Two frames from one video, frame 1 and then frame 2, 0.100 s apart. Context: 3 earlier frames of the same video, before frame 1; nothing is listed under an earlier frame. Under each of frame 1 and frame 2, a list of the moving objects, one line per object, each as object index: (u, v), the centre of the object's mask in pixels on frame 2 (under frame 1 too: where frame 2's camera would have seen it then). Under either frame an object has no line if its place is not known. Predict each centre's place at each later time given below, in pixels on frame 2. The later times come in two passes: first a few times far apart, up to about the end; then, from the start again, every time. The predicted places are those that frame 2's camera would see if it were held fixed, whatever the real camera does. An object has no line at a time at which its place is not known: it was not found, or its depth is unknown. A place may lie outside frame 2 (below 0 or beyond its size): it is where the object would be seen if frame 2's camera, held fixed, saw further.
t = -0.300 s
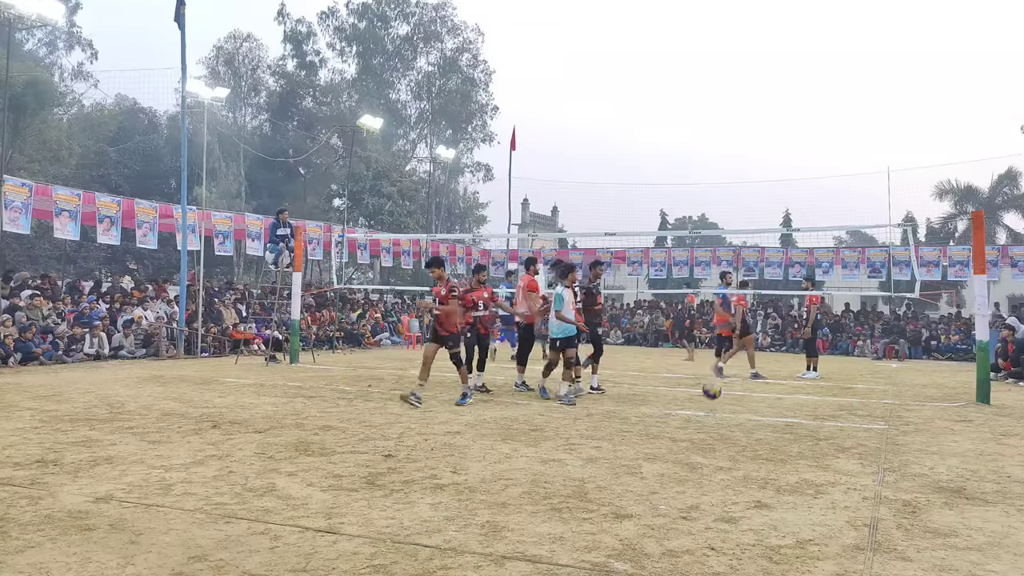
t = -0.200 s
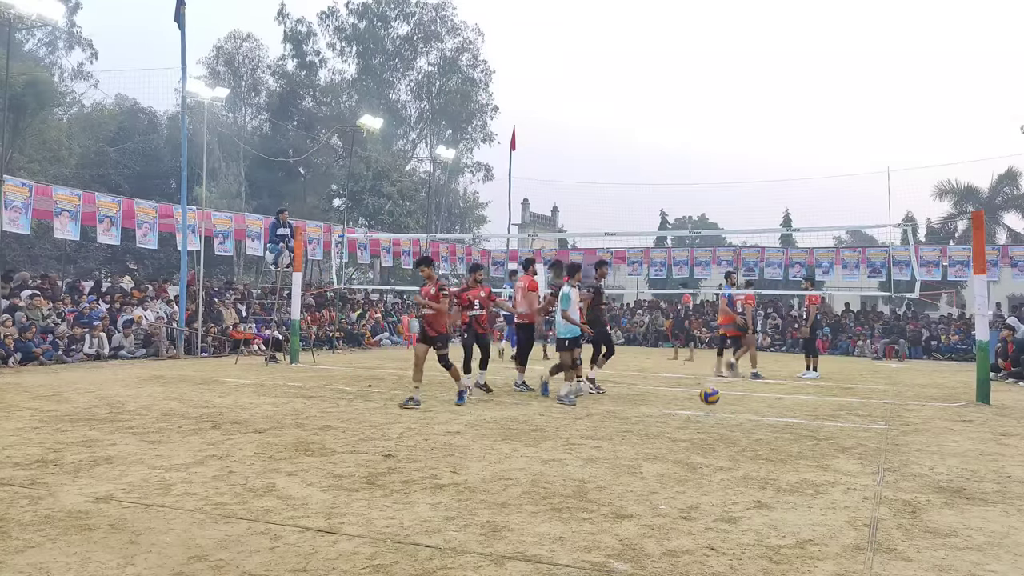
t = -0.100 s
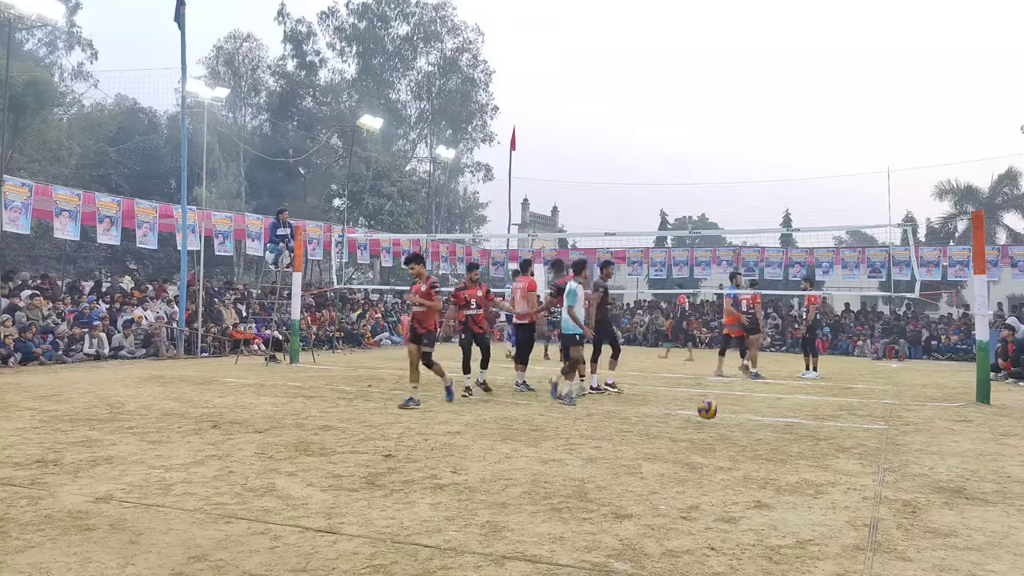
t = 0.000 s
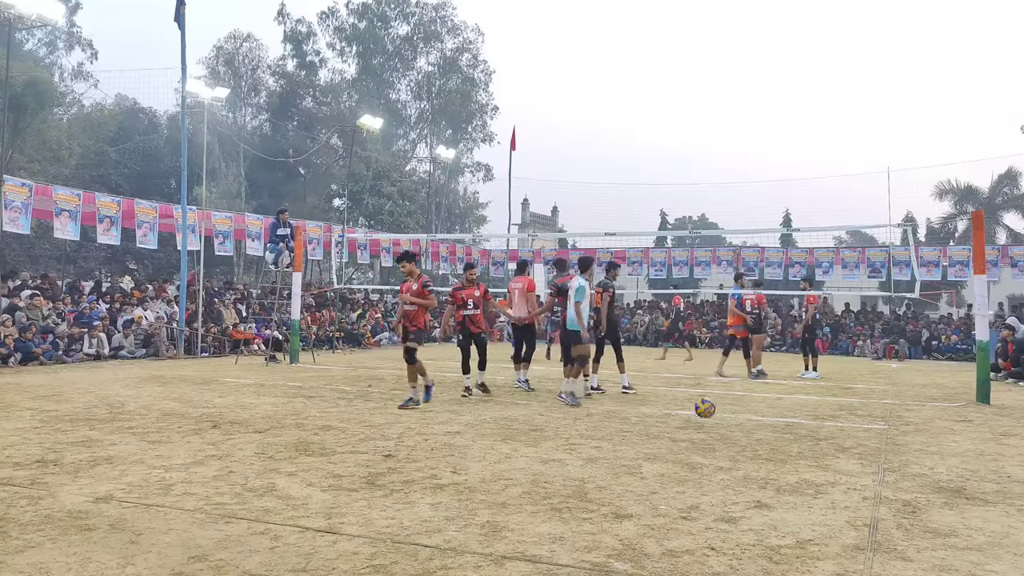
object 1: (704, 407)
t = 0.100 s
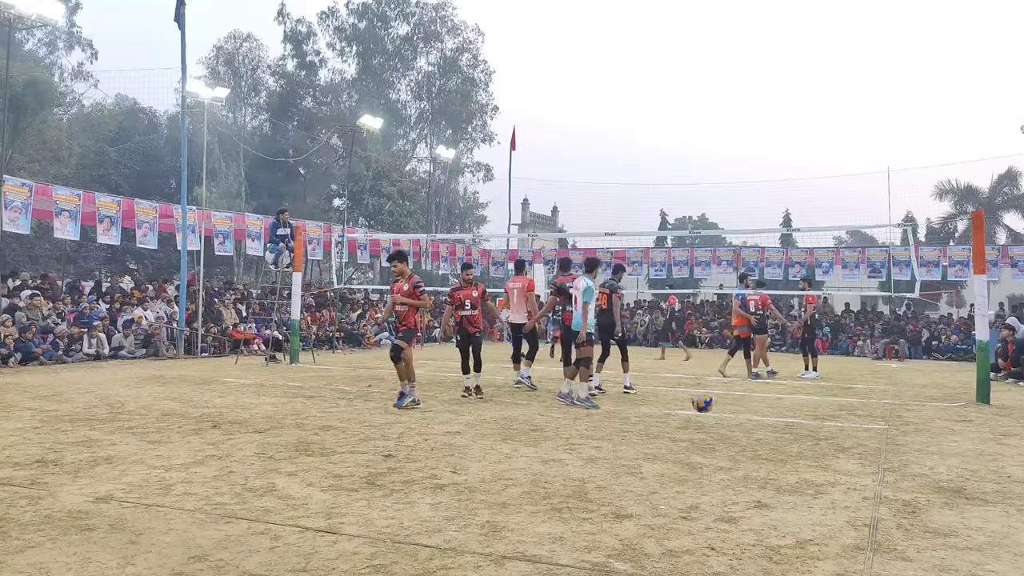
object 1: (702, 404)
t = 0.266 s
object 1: (698, 415)
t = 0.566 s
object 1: (685, 432)
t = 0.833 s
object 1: (675, 442)
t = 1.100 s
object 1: (662, 451)
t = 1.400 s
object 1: (643, 471)
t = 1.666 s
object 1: (622, 489)
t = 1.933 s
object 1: (596, 507)
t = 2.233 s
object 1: (558, 535)
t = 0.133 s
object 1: (701, 402)
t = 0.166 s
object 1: (700, 404)
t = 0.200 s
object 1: (699, 407)
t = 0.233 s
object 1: (699, 411)
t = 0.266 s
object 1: (698, 415)
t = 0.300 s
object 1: (697, 422)
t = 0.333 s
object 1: (696, 426)
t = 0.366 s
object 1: (694, 424)
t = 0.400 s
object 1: (693, 420)
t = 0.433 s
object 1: (692, 420)
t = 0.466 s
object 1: (690, 421)
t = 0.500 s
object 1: (689, 424)
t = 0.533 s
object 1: (687, 427)
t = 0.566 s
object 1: (685, 432)
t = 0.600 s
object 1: (684, 436)
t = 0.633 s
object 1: (683, 434)
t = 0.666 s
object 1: (682, 433)
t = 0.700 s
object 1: (680, 434)
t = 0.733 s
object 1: (679, 435)
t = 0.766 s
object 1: (677, 440)
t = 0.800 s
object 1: (676, 445)
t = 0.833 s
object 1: (675, 442)
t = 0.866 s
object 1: (673, 441)
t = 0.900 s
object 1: (672, 441)
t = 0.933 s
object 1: (671, 443)
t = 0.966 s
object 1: (669, 444)
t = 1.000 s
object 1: (667, 448)
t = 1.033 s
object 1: (665, 454)
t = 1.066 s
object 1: (663, 451)
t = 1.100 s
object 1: (662, 451)
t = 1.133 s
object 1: (660, 453)
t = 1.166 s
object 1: (658, 455)
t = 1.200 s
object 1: (656, 460)
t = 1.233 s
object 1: (654, 465)
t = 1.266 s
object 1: (651, 463)
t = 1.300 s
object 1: (650, 463)
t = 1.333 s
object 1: (647, 466)
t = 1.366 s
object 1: (645, 471)
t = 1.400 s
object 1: (643, 471)
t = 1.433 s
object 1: (640, 471)
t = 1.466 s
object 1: (638, 472)
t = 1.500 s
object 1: (636, 477)
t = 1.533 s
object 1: (633, 480)
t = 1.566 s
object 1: (630, 479)
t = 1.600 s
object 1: (628, 482)
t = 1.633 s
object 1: (624, 487)
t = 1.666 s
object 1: (622, 489)
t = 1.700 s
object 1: (619, 491)
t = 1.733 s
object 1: (615, 493)
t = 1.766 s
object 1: (613, 494)
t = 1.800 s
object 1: (610, 498)
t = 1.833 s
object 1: (607, 499)
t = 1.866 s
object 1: (603, 501)
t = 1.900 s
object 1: (599, 505)
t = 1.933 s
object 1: (596, 507)
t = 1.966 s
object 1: (592, 510)
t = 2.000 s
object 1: (588, 513)
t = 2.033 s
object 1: (584, 516)
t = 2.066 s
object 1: (580, 518)
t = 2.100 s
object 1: (576, 521)
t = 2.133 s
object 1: (572, 525)
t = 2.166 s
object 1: (567, 527)
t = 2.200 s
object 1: (563, 530)
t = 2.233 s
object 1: (558, 535)
